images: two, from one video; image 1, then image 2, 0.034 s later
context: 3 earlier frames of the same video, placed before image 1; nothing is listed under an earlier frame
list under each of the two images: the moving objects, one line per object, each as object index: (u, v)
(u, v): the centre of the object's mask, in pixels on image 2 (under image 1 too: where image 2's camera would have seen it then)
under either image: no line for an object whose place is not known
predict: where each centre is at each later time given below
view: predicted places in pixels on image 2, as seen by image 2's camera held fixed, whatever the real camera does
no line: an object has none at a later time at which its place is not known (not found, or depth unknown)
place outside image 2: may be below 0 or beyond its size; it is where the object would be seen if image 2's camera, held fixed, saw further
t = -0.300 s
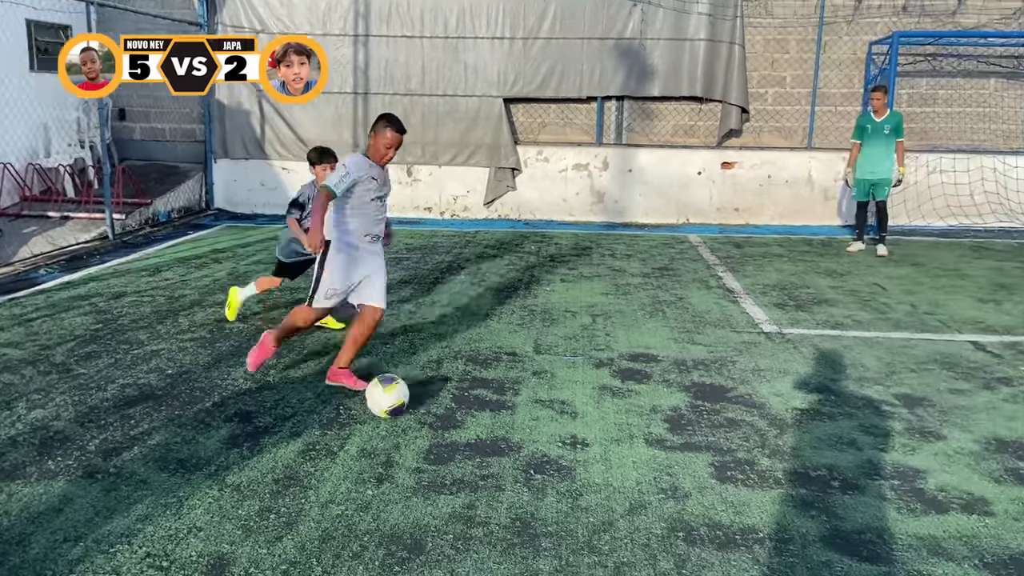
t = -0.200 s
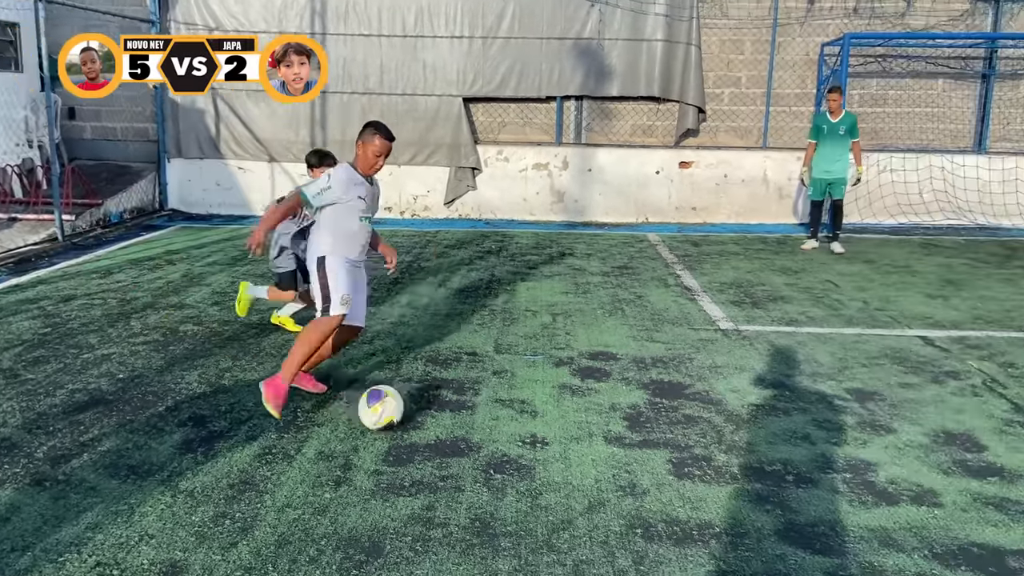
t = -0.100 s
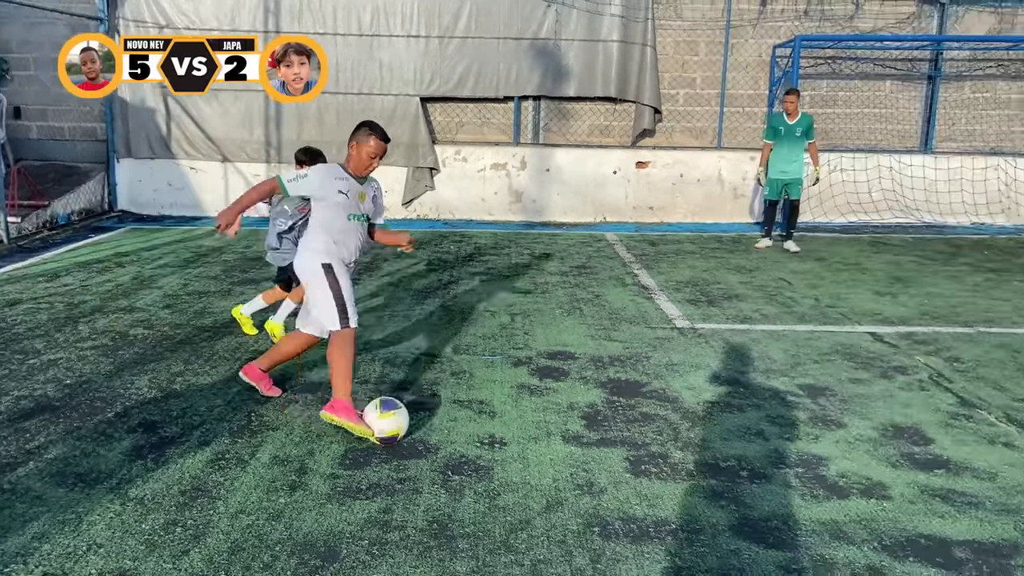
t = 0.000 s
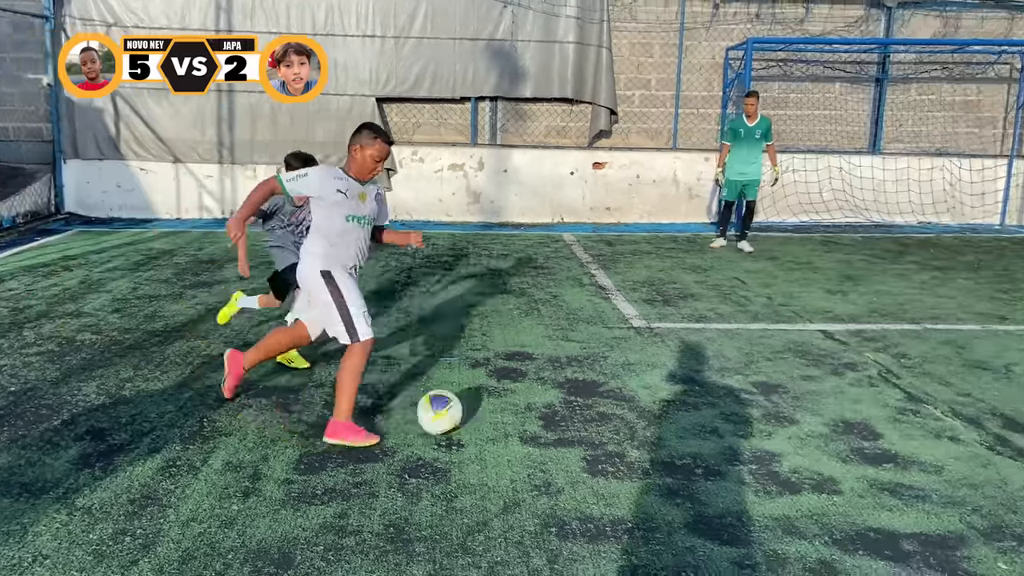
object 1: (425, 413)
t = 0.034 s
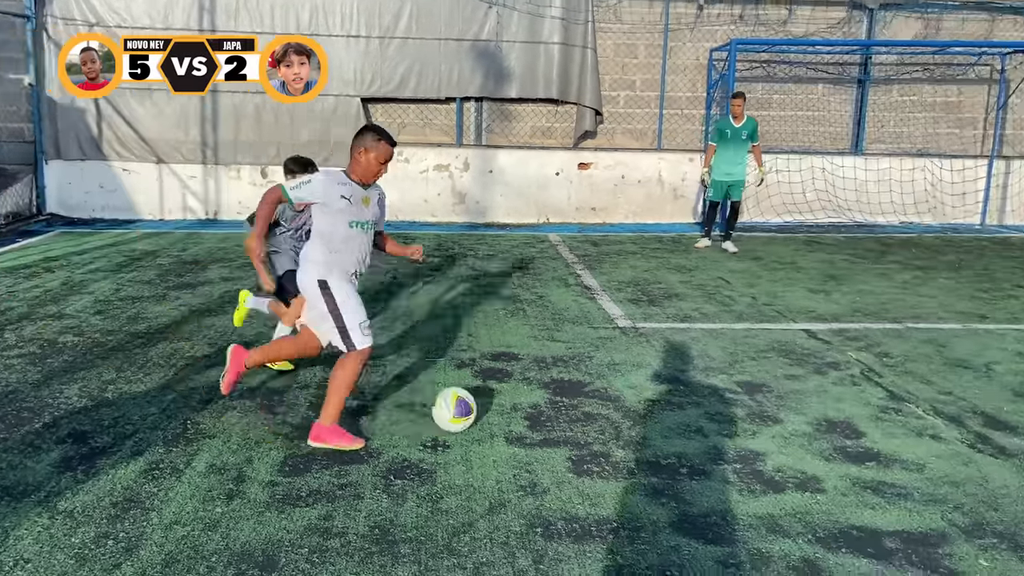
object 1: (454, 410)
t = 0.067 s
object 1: (482, 408)
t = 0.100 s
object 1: (509, 405)
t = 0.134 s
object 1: (534, 402)
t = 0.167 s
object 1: (557, 402)
